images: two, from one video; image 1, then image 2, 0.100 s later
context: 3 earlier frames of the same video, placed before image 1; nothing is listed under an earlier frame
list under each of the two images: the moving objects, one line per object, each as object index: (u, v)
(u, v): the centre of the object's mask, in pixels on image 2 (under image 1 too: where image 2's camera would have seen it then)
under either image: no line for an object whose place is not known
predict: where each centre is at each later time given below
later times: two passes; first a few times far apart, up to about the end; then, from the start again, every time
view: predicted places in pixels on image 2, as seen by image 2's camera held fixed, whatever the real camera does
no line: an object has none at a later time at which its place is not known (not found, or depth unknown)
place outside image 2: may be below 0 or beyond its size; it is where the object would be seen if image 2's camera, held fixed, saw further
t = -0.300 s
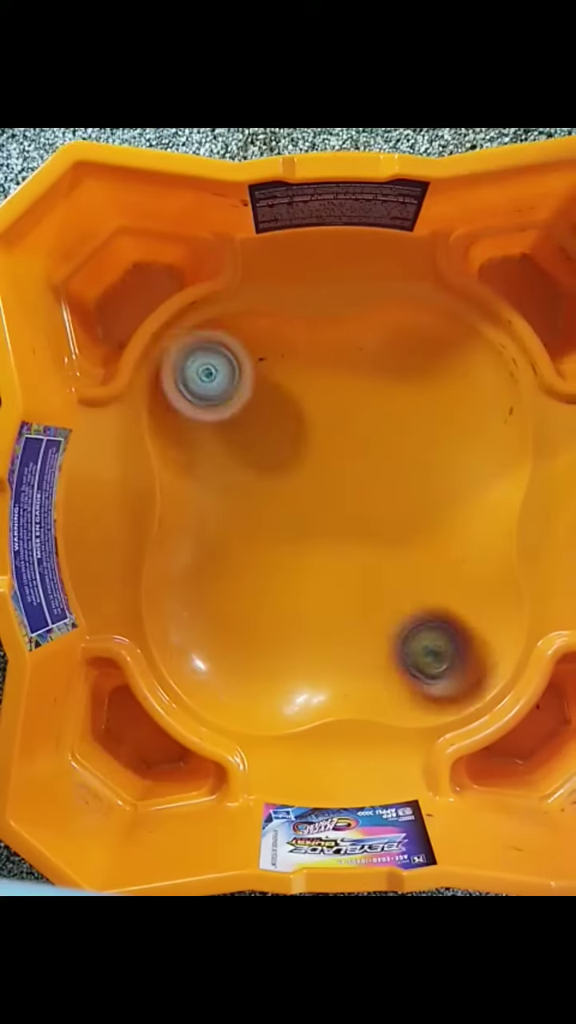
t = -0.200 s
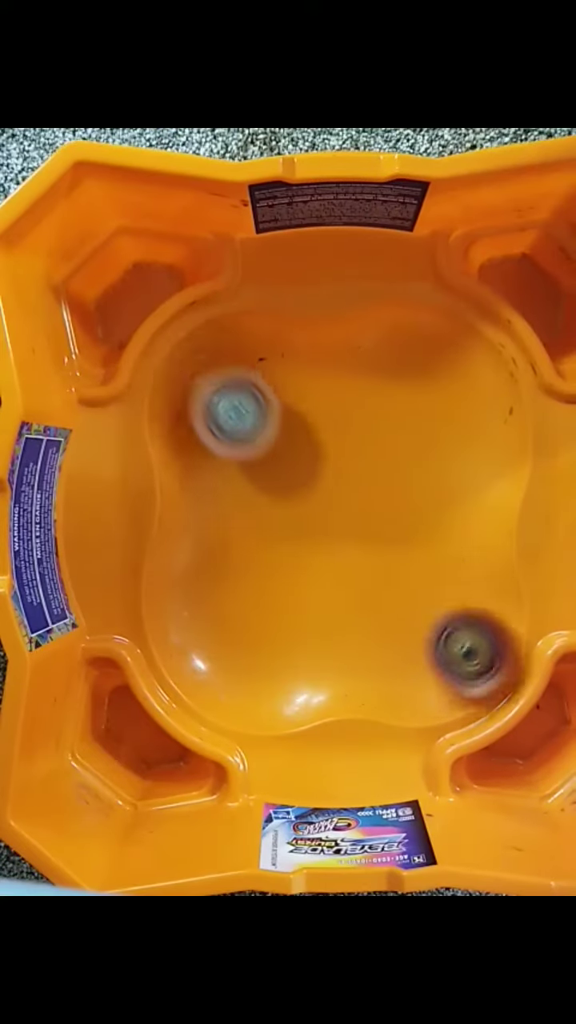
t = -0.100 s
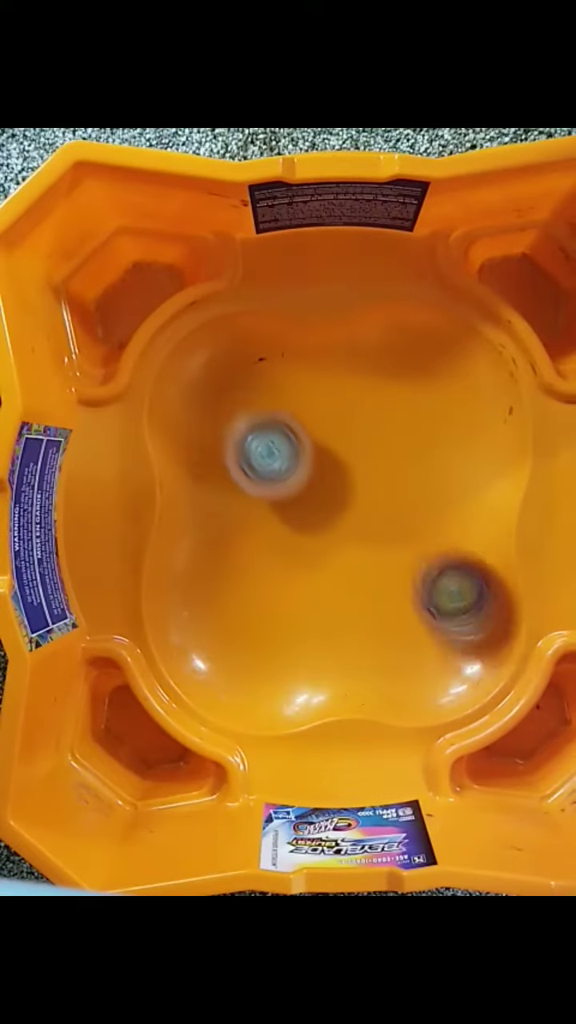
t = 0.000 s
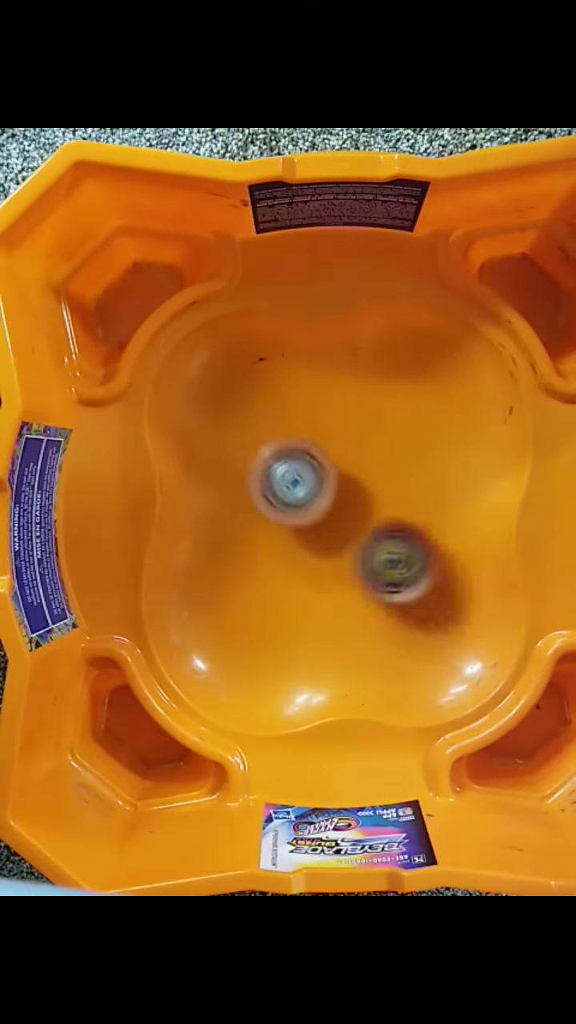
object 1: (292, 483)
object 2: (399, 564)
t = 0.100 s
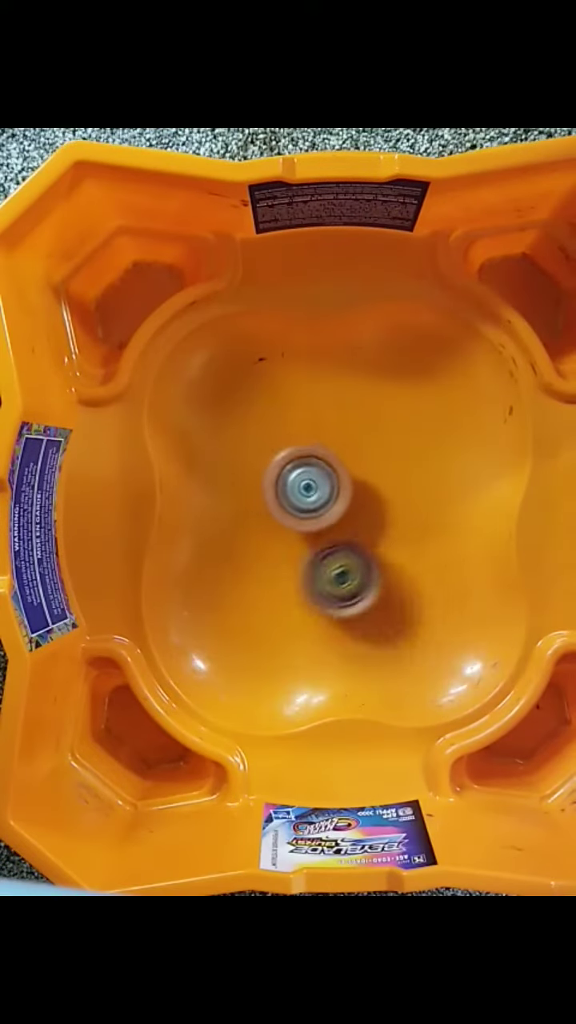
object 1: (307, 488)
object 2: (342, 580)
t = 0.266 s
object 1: (320, 466)
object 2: (271, 607)
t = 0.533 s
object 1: (347, 458)
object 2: (268, 668)
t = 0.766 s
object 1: (365, 462)
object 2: (272, 556)
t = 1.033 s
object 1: (382, 472)
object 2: (255, 481)
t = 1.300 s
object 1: (386, 472)
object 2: (261, 383)
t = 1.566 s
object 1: (384, 495)
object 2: (262, 444)
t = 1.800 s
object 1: (399, 591)
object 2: (272, 411)
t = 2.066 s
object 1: (400, 591)
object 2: (263, 446)
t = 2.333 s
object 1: (395, 580)
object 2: (351, 490)
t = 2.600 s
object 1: (370, 608)
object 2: (419, 441)
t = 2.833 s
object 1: (358, 597)
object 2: (384, 419)
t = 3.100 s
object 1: (287, 573)
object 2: (351, 457)
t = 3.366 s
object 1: (282, 575)
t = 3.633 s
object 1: (296, 569)
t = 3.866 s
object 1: (286, 556)
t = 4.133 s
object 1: (286, 501)
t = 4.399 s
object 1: (287, 482)
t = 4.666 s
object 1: (283, 477)
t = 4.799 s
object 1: (299, 484)
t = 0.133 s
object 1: (310, 486)
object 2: (327, 586)
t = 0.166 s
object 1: (313, 482)
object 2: (312, 590)
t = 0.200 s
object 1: (315, 477)
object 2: (298, 595)
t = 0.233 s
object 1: (317, 471)
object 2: (283, 602)
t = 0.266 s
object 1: (320, 466)
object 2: (271, 607)
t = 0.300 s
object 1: (322, 460)
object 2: (258, 614)
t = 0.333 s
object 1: (324, 456)
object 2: (245, 623)
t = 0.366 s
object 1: (327, 453)
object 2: (236, 632)
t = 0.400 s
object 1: (331, 451)
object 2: (229, 645)
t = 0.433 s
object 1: (335, 451)
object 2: (230, 658)
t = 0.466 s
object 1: (339, 453)
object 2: (238, 668)
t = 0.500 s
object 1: (343, 455)
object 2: (253, 673)
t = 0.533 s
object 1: (347, 458)
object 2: (268, 668)
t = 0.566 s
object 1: (351, 460)
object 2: (279, 654)
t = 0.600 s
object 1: (355, 462)
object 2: (285, 637)
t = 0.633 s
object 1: (357, 464)
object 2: (286, 620)
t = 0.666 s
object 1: (359, 465)
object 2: (285, 603)
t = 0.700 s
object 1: (361, 465)
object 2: (282, 586)
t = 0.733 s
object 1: (363, 464)
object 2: (277, 571)
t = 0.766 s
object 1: (365, 462)
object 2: (272, 556)
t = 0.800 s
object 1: (368, 461)
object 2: (264, 543)
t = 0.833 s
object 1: (371, 460)
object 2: (257, 532)
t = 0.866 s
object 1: (373, 460)
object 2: (249, 522)
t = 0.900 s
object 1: (376, 462)
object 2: (246, 514)
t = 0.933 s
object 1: (378, 464)
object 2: (244, 506)
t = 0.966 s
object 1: (380, 467)
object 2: (246, 498)
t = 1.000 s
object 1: (381, 470)
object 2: (250, 490)
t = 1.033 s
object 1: (382, 472)
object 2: (255, 481)
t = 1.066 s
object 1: (383, 474)
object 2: (262, 470)
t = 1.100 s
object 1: (384, 475)
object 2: (267, 457)
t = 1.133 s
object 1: (385, 475)
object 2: (271, 445)
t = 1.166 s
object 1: (385, 475)
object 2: (273, 432)
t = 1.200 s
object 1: (385, 474)
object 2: (273, 418)
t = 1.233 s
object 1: (385, 473)
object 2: (272, 406)
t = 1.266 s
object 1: (385, 472)
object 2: (269, 393)
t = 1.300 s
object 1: (386, 472)
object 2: (261, 383)
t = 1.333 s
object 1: (386, 471)
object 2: (251, 375)
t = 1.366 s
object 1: (387, 472)
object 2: (239, 375)
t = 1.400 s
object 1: (388, 473)
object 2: (225, 381)
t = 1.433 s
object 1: (388, 476)
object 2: (220, 395)
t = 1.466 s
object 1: (389, 480)
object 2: (224, 410)
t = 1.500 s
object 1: (388, 484)
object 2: (234, 424)
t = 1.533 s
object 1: (387, 489)
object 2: (247, 435)
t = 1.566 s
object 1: (384, 495)
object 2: (262, 444)
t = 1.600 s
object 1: (378, 502)
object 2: (277, 450)
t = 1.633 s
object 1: (371, 508)
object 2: (292, 455)
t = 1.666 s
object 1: (378, 529)
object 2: (290, 444)
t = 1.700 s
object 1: (387, 553)
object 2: (285, 432)
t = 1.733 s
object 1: (393, 569)
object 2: (281, 425)
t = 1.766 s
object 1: (397, 582)
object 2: (277, 417)
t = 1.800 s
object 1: (399, 591)
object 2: (272, 411)
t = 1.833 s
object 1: (400, 597)
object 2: (265, 406)
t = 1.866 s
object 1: (401, 600)
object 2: (258, 404)
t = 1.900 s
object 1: (401, 600)
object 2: (251, 405)
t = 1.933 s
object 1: (401, 599)
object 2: (247, 413)
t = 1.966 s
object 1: (402, 598)
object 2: (247, 420)
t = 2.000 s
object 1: (402, 595)
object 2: (250, 429)
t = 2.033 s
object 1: (401, 593)
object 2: (256, 438)
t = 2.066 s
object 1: (400, 591)
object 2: (263, 446)
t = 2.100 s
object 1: (400, 590)
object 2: (273, 454)
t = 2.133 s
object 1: (399, 588)
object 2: (283, 463)
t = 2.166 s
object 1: (398, 586)
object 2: (294, 470)
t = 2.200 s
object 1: (397, 584)
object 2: (306, 476)
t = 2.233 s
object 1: (397, 582)
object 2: (317, 481)
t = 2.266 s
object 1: (397, 581)
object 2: (329, 484)
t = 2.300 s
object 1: (396, 580)
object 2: (340, 486)
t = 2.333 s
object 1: (395, 580)
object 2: (351, 490)
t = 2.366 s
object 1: (393, 583)
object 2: (363, 494)
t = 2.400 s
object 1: (389, 590)
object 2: (376, 491)
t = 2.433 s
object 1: (382, 597)
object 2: (386, 485)
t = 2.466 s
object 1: (377, 602)
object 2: (395, 477)
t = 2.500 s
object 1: (374, 605)
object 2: (403, 469)
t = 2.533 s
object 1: (372, 607)
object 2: (411, 460)
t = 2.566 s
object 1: (371, 608)
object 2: (416, 451)
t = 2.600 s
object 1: (370, 608)
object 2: (419, 441)
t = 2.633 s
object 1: (370, 608)
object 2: (422, 432)
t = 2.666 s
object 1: (370, 608)
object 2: (419, 425)
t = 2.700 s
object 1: (369, 607)
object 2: (417, 418)
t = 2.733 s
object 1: (368, 606)
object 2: (409, 415)
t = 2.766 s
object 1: (366, 604)
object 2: (403, 413)
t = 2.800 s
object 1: (363, 601)
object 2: (393, 415)
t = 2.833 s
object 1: (358, 597)
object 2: (384, 419)
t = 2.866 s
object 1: (352, 590)
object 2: (375, 425)
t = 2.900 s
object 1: (345, 582)
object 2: (366, 435)
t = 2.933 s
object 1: (338, 572)
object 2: (358, 446)
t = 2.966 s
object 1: (332, 563)
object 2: (352, 456)
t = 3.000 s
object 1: (325, 555)
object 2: (347, 465)
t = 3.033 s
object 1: (311, 564)
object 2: (349, 461)
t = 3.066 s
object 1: (297, 570)
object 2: (352, 459)
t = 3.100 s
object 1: (287, 573)
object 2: (351, 457)
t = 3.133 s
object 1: (280, 575)
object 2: (351, 454)
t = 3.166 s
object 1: (276, 576)
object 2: (351, 455)
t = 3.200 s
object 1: (275, 576)
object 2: (351, 456)
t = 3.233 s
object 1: (275, 576)
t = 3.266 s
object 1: (277, 576)
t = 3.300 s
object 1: (278, 576)
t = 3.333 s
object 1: (281, 576)
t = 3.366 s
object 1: (282, 575)
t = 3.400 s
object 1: (285, 575)
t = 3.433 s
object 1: (287, 574)
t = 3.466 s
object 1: (289, 573)
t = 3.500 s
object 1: (291, 572)
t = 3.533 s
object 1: (293, 571)
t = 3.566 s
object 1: (294, 570)
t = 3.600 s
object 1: (295, 570)
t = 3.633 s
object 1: (296, 569)
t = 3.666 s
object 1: (297, 568)
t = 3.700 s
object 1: (297, 567)
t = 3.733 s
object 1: (297, 566)
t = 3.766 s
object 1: (297, 564)
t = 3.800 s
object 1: (294, 563)
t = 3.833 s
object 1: (289, 561)
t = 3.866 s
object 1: (286, 556)
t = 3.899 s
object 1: (283, 549)
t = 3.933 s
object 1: (283, 542)
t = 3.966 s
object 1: (283, 535)
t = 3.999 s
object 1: (285, 528)
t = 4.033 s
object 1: (286, 520)
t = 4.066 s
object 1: (284, 513)
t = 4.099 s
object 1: (284, 506)
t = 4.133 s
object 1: (286, 501)
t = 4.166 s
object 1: (289, 495)
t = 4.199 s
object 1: (291, 492)
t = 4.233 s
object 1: (294, 489)
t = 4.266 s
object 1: (297, 487)
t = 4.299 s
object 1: (300, 486)
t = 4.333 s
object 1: (302, 486)
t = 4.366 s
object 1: (299, 484)
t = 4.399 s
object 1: (287, 482)
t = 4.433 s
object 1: (278, 479)
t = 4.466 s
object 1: (273, 476)
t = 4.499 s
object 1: (272, 475)
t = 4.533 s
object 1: (272, 474)
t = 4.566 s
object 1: (273, 474)
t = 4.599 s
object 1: (275, 475)
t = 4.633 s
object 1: (279, 476)
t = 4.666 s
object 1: (283, 477)
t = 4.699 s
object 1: (287, 479)
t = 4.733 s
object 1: (291, 480)
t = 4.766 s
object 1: (295, 482)
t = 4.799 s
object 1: (299, 484)
